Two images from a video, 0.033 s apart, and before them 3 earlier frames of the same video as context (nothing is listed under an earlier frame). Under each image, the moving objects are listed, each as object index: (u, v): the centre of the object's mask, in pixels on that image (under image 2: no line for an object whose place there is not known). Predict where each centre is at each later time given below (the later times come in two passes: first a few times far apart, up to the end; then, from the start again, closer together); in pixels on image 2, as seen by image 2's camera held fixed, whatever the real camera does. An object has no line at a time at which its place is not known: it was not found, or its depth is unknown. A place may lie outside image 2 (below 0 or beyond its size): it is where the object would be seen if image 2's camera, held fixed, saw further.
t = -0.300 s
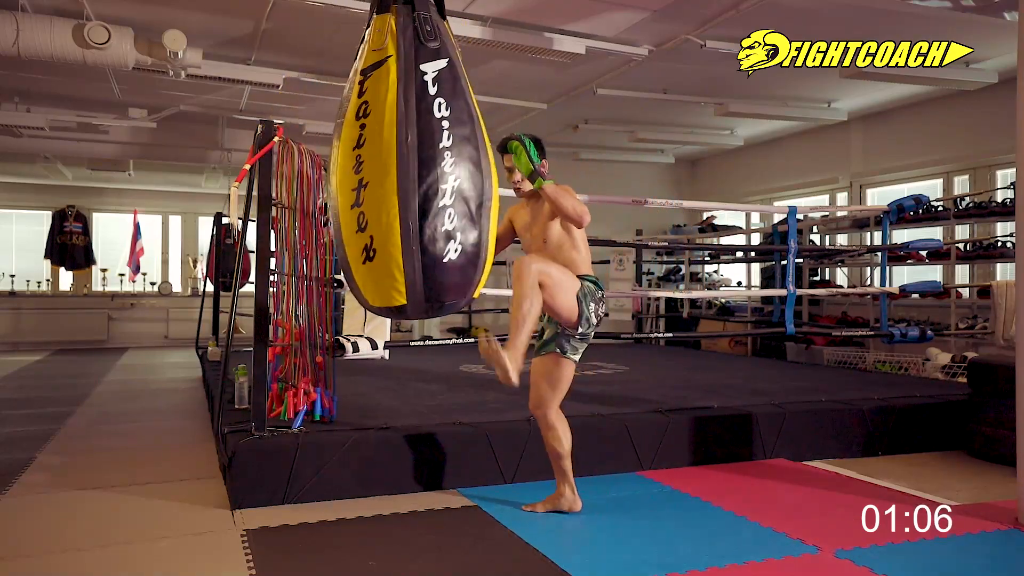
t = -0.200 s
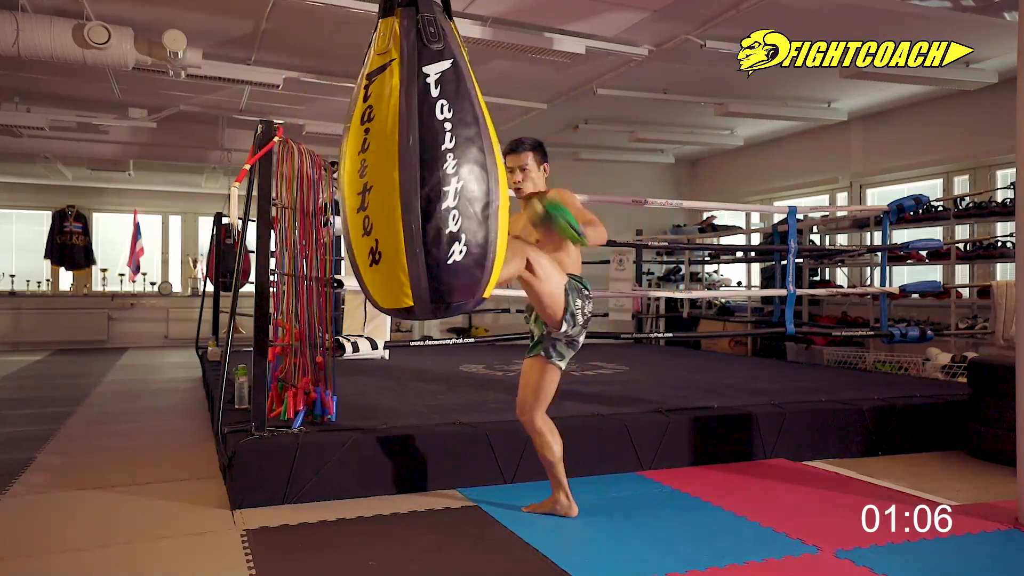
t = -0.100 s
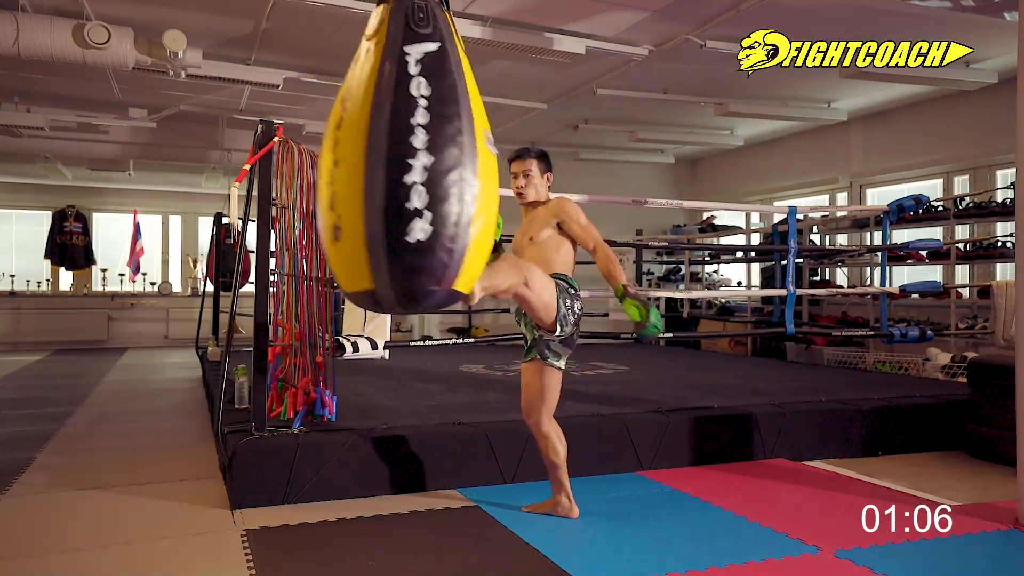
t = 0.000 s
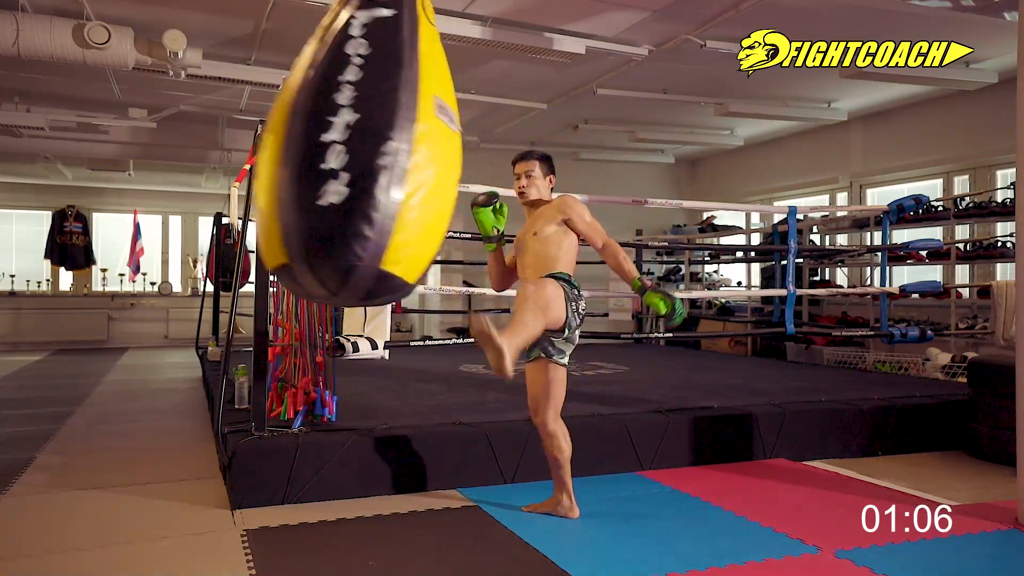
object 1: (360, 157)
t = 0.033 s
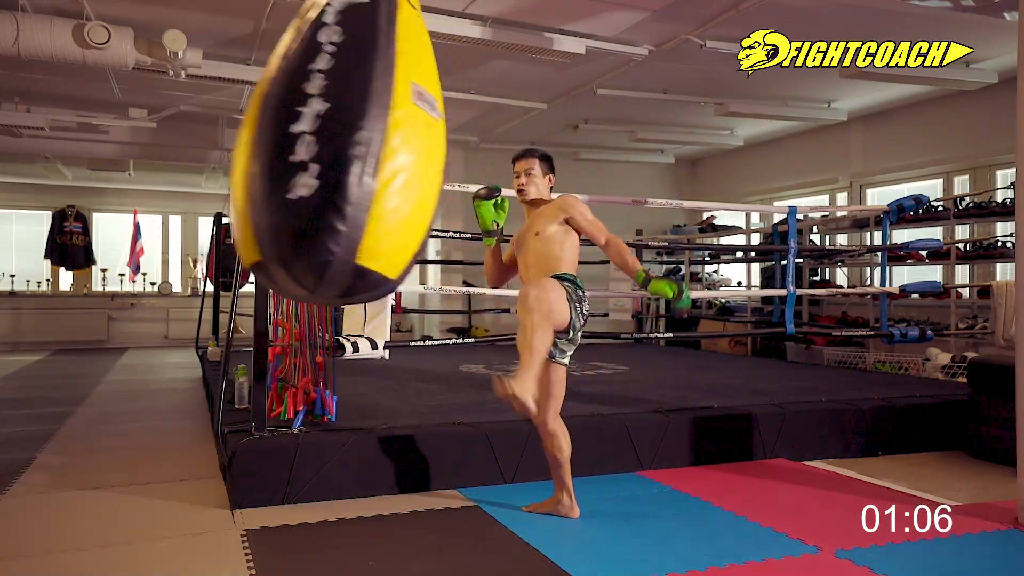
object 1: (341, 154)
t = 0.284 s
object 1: (190, 87)
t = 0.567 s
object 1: (132, 69)
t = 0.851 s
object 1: (222, 127)
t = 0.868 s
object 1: (232, 130)
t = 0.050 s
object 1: (330, 151)
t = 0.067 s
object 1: (320, 150)
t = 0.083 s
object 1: (310, 146)
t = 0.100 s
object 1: (300, 144)
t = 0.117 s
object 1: (290, 138)
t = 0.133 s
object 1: (279, 134)
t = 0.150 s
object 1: (269, 128)
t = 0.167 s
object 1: (260, 122)
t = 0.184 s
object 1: (250, 115)
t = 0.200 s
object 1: (240, 109)
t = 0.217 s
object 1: (230, 104)
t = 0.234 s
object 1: (220, 98)
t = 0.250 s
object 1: (209, 94)
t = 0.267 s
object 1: (199, 91)
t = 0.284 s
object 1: (190, 87)
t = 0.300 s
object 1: (181, 84)
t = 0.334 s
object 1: (163, 78)
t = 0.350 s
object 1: (158, 75)
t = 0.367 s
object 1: (153, 75)
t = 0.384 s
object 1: (148, 73)
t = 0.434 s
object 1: (138, 71)
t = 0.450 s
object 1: (136, 70)
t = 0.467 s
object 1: (134, 69)
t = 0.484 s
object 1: (133, 68)
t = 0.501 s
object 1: (132, 69)
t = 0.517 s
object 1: (132, 67)
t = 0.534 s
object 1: (131, 68)
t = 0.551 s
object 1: (132, 67)
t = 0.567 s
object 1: (132, 69)
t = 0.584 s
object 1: (133, 68)
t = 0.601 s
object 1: (135, 71)
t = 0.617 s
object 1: (136, 72)
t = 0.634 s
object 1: (138, 74)
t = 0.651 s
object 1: (140, 76)
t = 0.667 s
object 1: (143, 80)
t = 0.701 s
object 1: (149, 85)
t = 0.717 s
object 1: (153, 87)
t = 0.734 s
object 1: (160, 92)
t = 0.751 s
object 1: (169, 96)
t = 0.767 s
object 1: (177, 102)
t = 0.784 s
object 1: (185, 108)
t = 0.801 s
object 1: (195, 112)
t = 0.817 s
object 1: (204, 117)
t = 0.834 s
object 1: (213, 122)
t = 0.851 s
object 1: (222, 127)
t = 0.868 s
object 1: (232, 130)
